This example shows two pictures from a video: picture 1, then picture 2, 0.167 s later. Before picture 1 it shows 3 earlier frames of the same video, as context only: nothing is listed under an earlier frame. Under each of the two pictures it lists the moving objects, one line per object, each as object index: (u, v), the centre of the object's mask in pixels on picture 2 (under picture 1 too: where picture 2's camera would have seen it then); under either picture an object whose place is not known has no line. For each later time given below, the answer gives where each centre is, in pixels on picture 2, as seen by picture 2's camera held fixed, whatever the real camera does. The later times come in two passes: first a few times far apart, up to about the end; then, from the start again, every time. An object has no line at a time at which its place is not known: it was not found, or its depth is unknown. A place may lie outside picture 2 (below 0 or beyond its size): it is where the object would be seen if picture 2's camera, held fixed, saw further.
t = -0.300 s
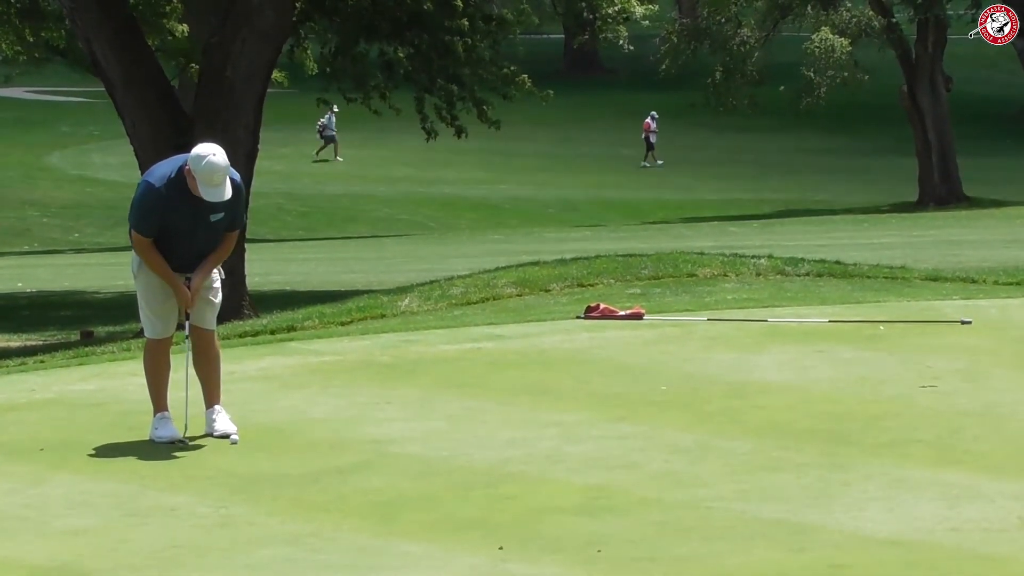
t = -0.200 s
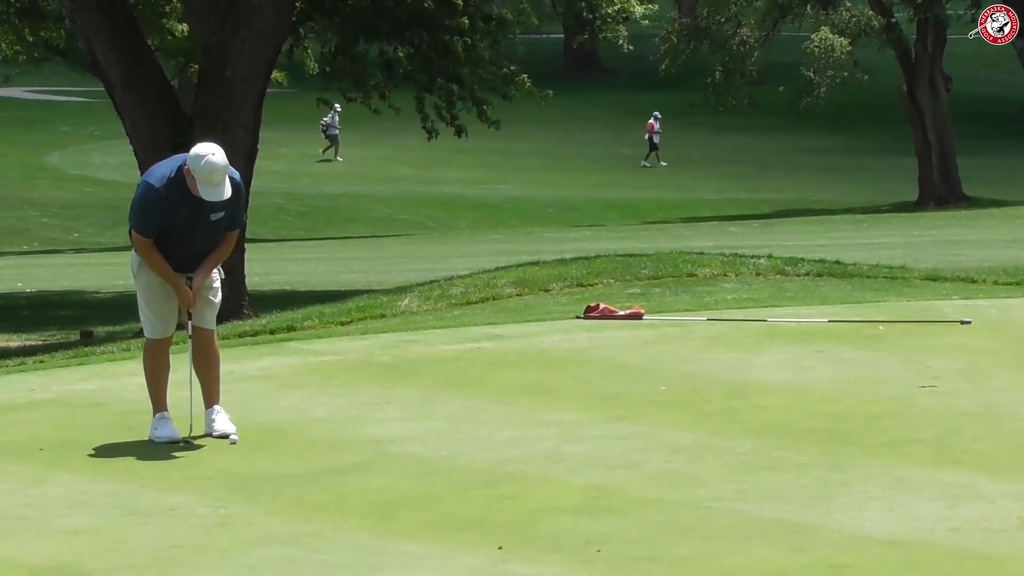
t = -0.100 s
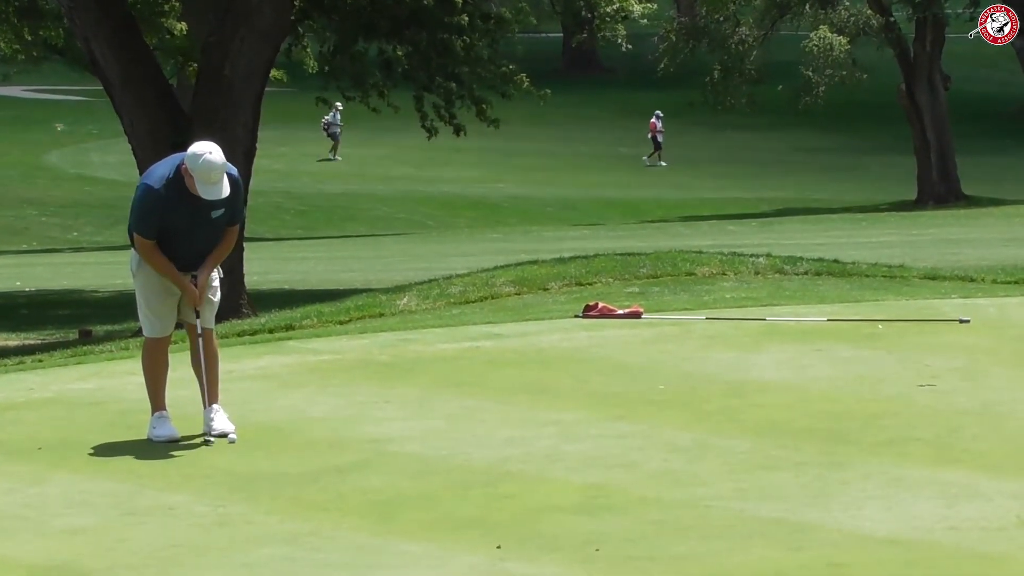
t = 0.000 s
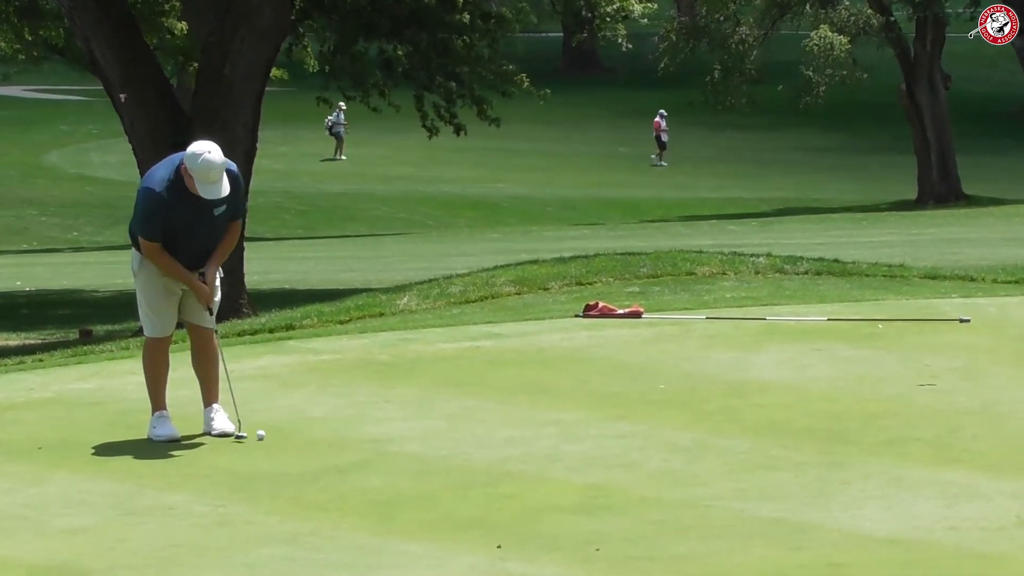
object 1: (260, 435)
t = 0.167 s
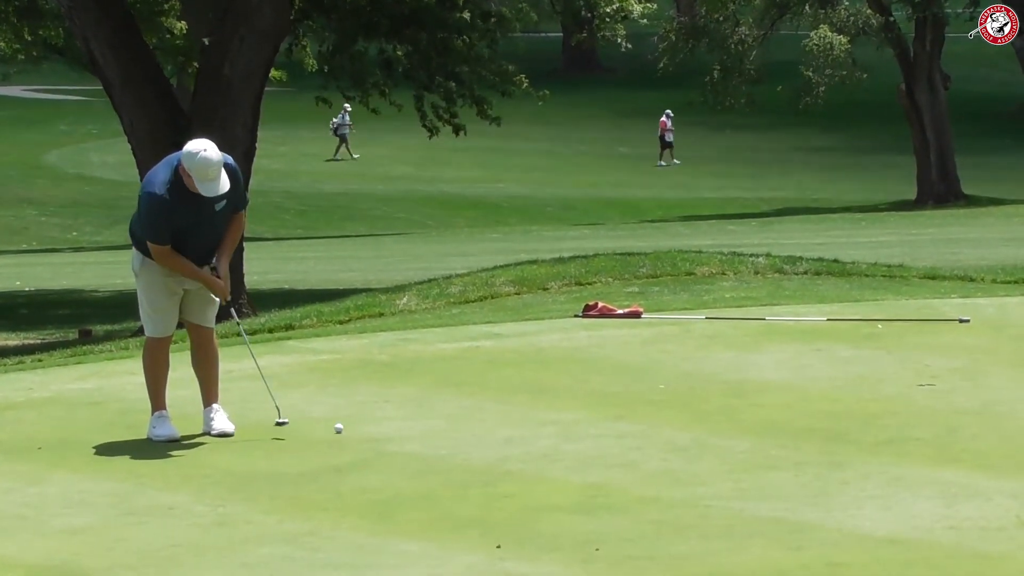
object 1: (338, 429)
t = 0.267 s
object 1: (377, 425)
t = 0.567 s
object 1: (483, 417)
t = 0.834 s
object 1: (567, 410)
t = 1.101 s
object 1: (640, 404)
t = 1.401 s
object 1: (713, 399)
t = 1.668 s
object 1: (769, 394)
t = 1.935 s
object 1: (816, 390)
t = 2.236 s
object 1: (861, 386)
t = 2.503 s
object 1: (893, 384)
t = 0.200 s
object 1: (351, 428)
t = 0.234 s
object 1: (364, 427)
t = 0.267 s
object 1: (377, 425)
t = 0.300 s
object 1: (390, 424)
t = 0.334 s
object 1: (402, 424)
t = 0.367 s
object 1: (414, 422)
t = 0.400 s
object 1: (426, 421)
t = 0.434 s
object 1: (437, 420)
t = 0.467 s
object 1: (449, 419)
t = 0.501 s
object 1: (461, 418)
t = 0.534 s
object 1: (472, 418)
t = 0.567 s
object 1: (483, 417)
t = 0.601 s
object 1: (494, 416)
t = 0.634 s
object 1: (505, 415)
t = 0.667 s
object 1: (515, 414)
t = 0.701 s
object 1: (526, 413)
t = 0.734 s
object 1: (536, 413)
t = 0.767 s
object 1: (546, 412)
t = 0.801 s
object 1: (557, 411)
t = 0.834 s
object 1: (567, 410)
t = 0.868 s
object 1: (576, 409)
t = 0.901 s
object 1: (586, 409)
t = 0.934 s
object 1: (595, 408)
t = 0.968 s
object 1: (605, 407)
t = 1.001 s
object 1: (614, 406)
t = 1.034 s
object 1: (623, 406)
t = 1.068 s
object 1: (632, 405)
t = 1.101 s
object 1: (640, 404)
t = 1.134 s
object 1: (649, 403)
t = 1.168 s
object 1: (657, 403)
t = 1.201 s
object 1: (666, 402)
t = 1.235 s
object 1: (674, 402)
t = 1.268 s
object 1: (682, 401)
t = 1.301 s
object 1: (690, 401)
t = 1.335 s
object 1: (698, 400)
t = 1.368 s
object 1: (705, 399)
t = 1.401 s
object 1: (713, 399)
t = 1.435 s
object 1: (720, 398)
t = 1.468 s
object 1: (727, 398)
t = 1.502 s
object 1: (735, 397)
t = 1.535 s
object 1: (741, 396)
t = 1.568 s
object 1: (749, 396)
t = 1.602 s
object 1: (755, 395)
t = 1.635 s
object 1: (762, 395)
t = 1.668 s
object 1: (769, 394)
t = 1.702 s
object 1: (775, 393)
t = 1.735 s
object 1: (781, 393)
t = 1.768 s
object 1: (787, 393)
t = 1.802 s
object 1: (793, 392)
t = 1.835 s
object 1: (800, 392)
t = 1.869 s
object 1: (805, 391)
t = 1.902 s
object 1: (811, 391)
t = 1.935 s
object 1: (816, 390)
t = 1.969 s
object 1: (822, 390)
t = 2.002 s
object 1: (827, 389)
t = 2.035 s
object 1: (833, 389)
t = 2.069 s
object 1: (838, 388)
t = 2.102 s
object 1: (843, 388)
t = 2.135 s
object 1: (848, 387)
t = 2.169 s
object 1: (852, 387)
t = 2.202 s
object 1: (857, 387)
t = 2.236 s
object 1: (861, 386)
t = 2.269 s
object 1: (866, 386)
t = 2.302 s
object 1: (870, 385)
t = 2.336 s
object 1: (874, 385)
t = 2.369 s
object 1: (878, 385)
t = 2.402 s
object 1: (882, 385)
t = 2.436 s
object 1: (886, 384)
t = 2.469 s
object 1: (890, 384)
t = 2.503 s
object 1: (893, 384)
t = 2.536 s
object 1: (897, 383)
